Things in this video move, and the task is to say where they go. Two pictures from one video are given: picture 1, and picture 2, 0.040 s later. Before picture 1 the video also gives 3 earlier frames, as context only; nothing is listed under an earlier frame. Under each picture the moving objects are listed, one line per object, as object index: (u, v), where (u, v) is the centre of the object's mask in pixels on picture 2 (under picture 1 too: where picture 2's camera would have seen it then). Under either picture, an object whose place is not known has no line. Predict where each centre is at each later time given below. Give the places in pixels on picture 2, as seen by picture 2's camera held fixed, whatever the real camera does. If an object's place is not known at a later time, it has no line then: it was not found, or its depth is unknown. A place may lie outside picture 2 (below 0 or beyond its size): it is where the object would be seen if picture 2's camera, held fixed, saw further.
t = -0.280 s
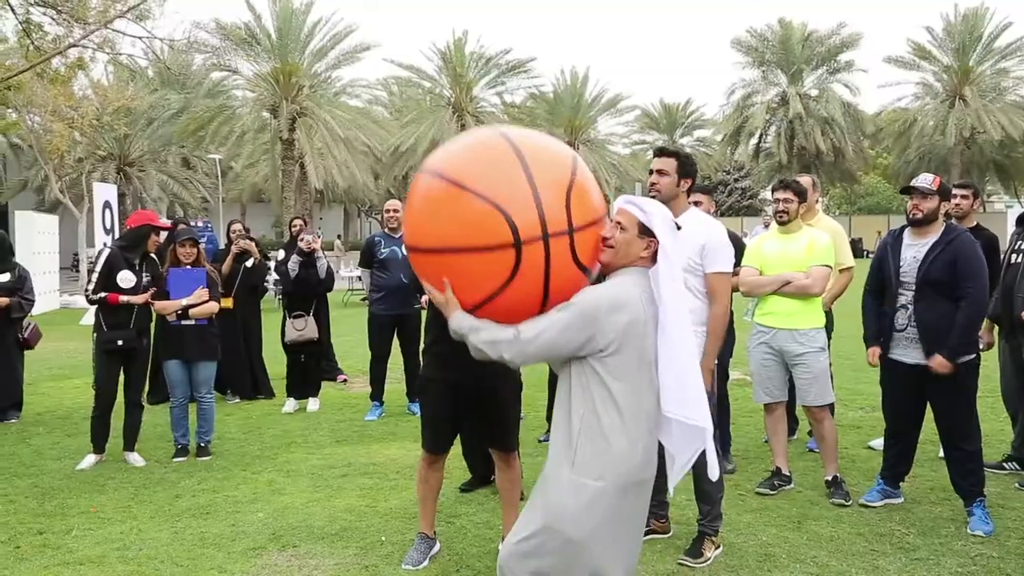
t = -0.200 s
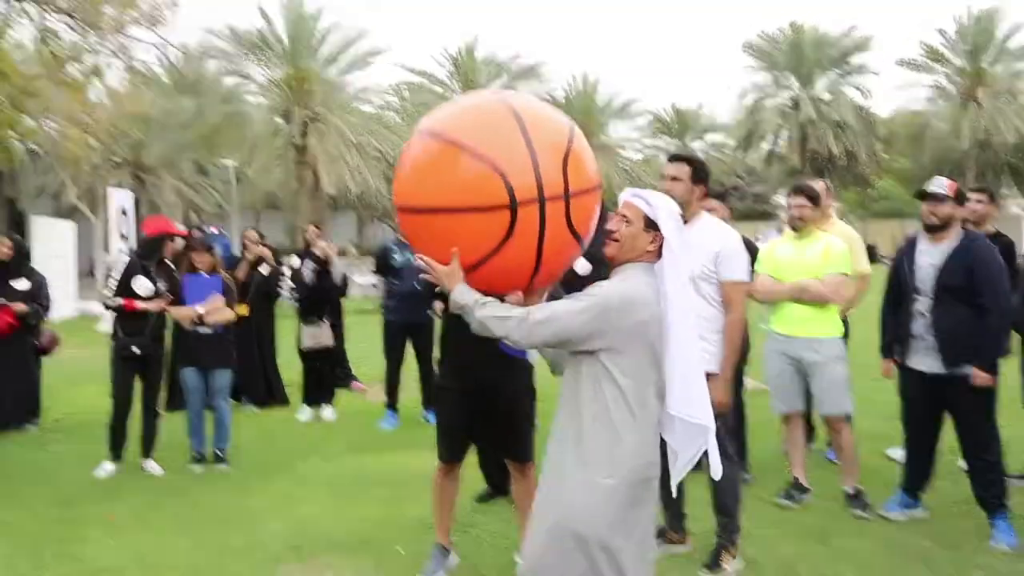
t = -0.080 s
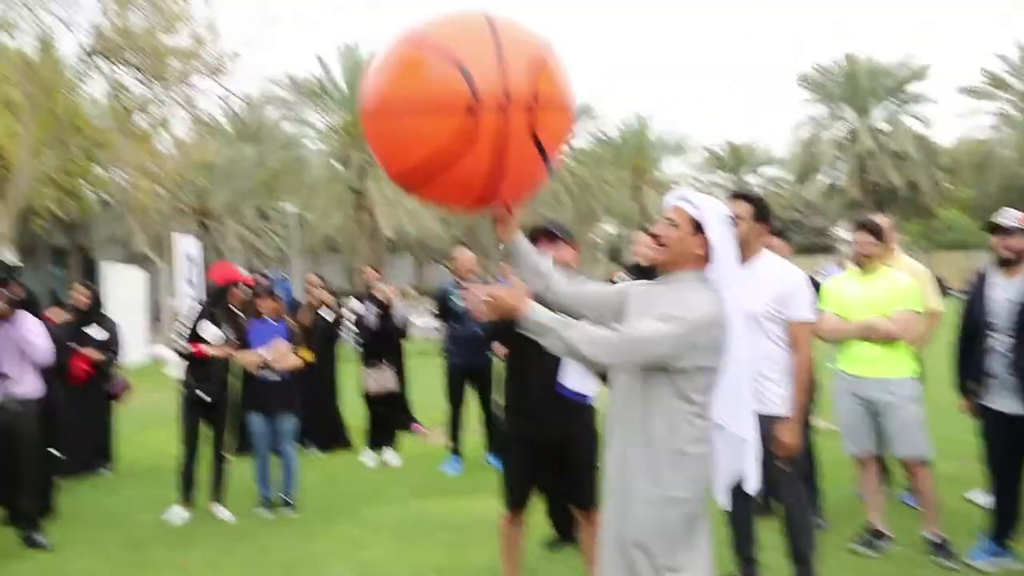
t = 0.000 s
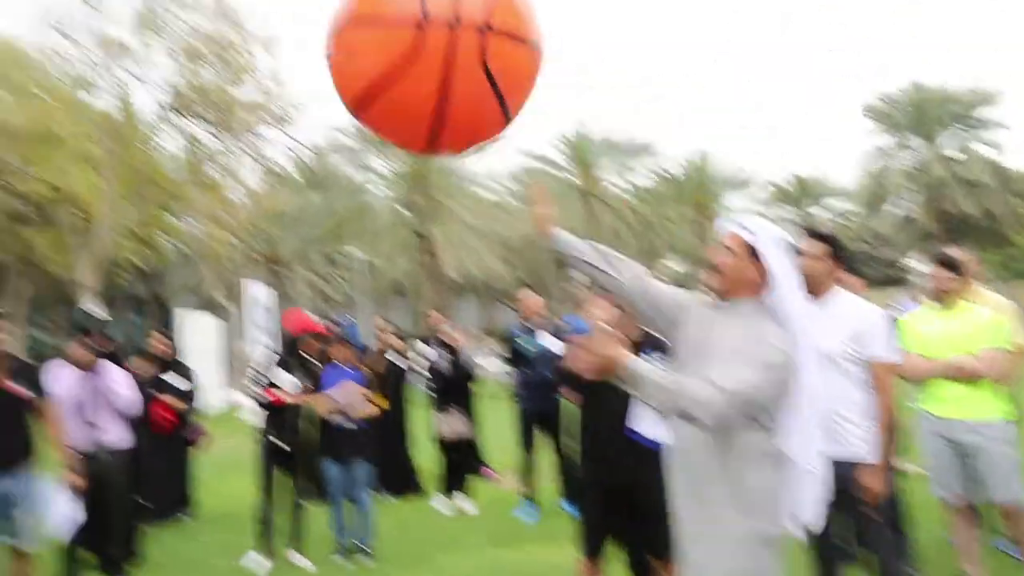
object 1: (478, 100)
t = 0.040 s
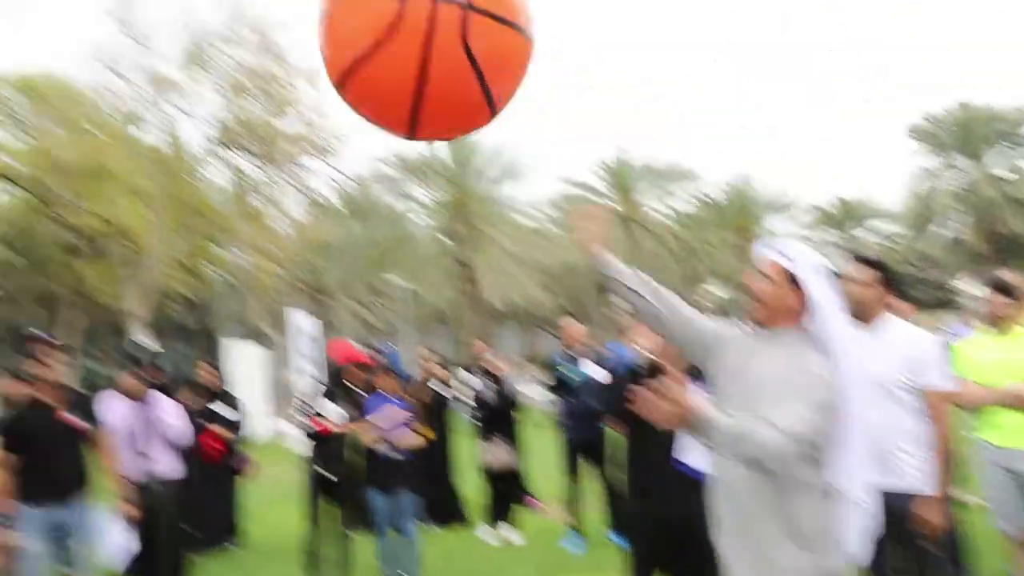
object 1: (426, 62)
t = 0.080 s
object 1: (376, 25)
